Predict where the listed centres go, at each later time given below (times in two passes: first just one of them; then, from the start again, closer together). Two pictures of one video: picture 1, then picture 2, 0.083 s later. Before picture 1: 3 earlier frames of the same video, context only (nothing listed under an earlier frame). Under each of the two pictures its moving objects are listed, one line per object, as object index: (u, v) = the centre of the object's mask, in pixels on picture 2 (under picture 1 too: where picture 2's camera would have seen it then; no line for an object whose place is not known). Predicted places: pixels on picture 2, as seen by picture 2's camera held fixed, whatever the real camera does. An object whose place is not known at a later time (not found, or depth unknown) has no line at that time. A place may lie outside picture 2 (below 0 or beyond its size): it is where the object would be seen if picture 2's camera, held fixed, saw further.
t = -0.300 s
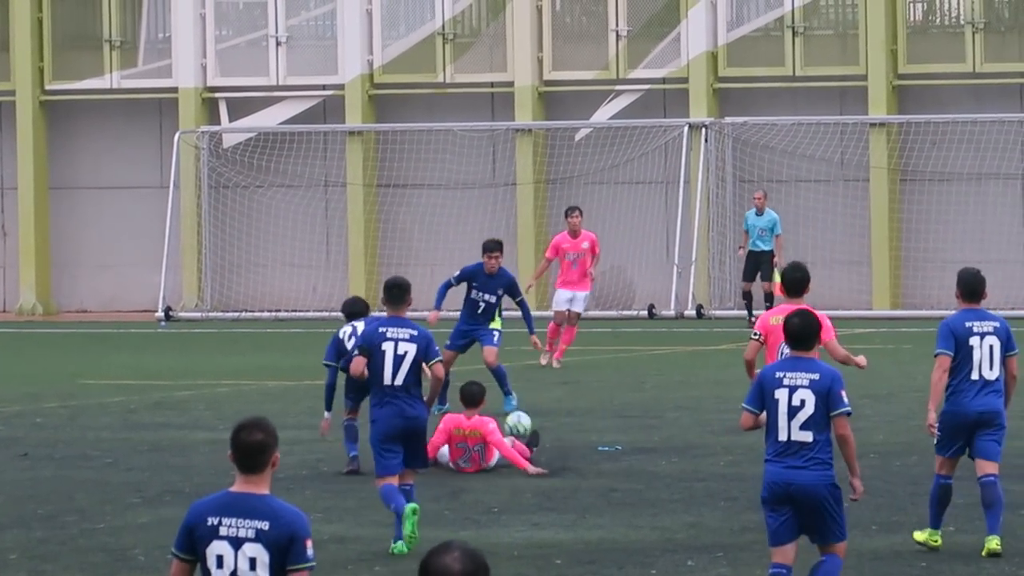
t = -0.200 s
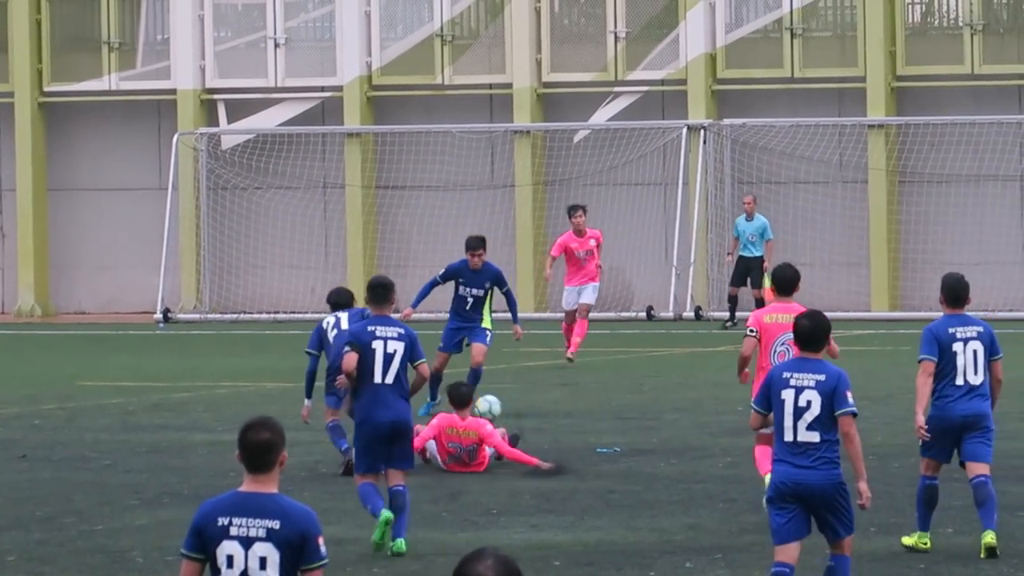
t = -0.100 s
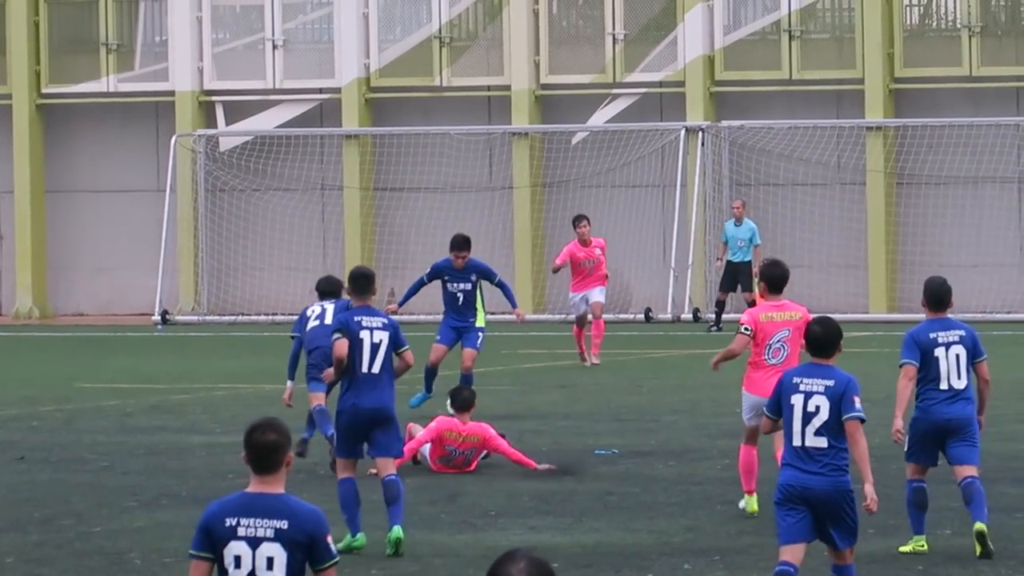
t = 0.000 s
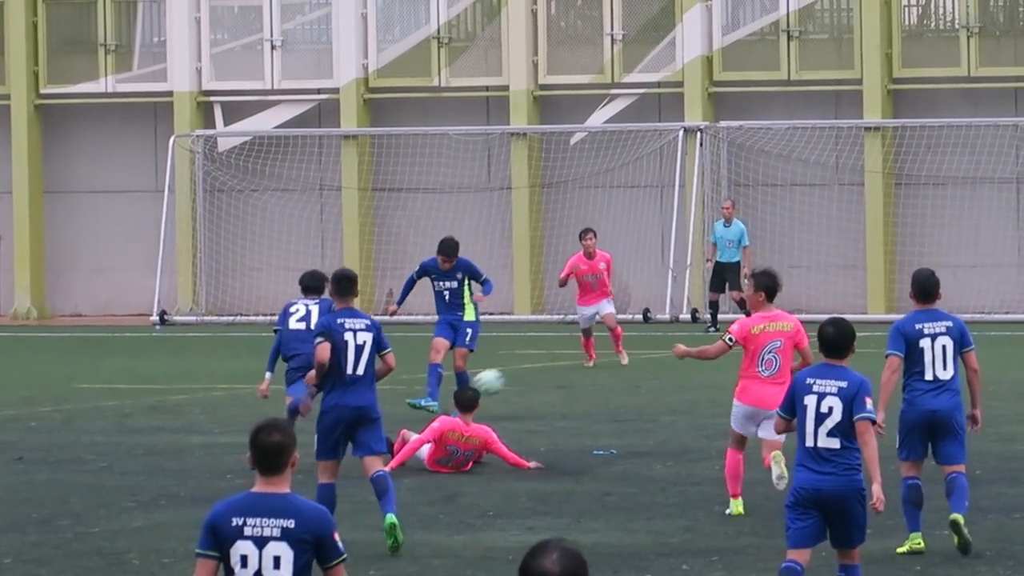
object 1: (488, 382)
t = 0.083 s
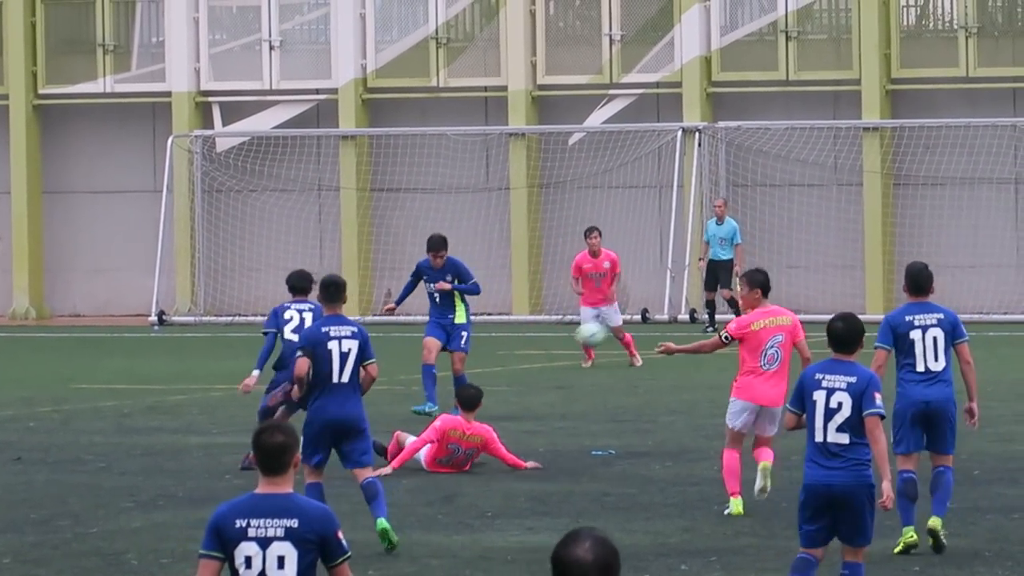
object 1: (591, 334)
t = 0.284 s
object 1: (856, 239)
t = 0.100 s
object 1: (614, 324)
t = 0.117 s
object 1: (635, 315)
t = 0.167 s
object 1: (700, 290)
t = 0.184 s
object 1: (719, 282)
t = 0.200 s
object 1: (738, 275)
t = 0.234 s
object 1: (791, 258)
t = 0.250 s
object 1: (810, 252)
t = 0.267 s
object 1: (833, 245)
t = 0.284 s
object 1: (856, 239)
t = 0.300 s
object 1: (879, 231)
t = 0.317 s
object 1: (902, 226)
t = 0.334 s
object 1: (924, 220)
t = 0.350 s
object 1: (948, 214)
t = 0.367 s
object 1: (971, 208)
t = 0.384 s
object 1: (994, 203)
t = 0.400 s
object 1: (1008, 198)
